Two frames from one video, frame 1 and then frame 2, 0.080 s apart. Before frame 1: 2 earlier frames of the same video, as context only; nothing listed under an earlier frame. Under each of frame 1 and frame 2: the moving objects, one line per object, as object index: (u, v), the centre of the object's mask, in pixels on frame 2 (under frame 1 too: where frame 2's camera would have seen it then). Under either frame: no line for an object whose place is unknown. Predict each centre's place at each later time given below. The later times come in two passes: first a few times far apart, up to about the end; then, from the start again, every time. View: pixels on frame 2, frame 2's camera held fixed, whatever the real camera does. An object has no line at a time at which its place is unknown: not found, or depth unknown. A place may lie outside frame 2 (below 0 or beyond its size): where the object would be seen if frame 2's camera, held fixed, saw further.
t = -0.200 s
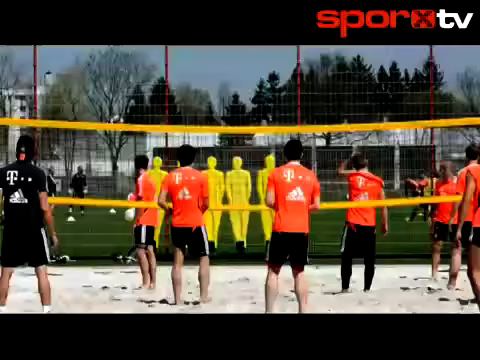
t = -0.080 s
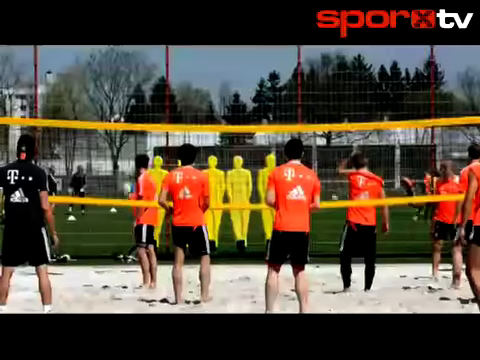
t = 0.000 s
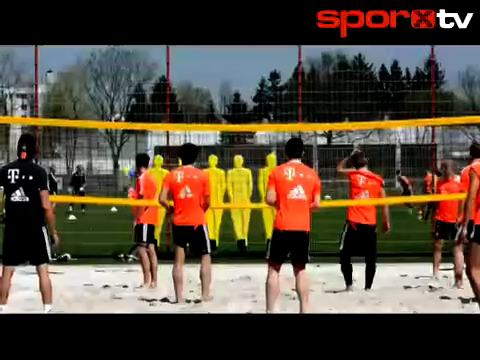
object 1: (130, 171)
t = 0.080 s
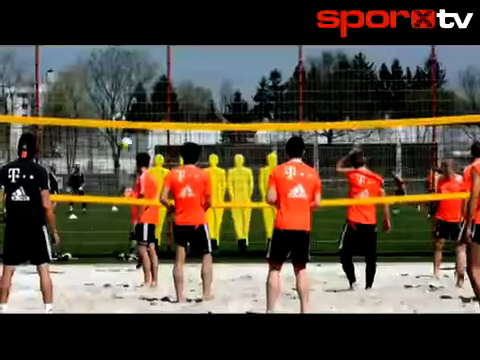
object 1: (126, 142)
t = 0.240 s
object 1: (119, 99)
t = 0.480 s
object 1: (112, 64)
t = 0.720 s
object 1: (102, 61)
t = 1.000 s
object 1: (93, 104)
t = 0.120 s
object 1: (125, 132)
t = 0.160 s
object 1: (123, 117)
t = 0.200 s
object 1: (123, 108)
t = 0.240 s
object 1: (119, 99)
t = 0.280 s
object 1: (118, 91)
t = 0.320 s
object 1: (116, 84)
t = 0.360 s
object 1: (116, 76)
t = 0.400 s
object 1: (114, 70)
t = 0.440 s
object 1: (113, 66)
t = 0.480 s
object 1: (112, 64)
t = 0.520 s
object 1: (110, 60)
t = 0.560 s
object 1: (109, 59)
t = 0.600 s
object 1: (107, 58)
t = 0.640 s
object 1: (105, 59)
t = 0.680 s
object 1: (103, 61)
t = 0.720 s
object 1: (102, 61)
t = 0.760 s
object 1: (101, 63)
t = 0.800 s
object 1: (100, 69)
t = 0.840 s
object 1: (99, 73)
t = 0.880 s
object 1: (97, 79)
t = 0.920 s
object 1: (96, 87)
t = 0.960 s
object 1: (95, 95)
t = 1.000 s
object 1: (93, 104)
